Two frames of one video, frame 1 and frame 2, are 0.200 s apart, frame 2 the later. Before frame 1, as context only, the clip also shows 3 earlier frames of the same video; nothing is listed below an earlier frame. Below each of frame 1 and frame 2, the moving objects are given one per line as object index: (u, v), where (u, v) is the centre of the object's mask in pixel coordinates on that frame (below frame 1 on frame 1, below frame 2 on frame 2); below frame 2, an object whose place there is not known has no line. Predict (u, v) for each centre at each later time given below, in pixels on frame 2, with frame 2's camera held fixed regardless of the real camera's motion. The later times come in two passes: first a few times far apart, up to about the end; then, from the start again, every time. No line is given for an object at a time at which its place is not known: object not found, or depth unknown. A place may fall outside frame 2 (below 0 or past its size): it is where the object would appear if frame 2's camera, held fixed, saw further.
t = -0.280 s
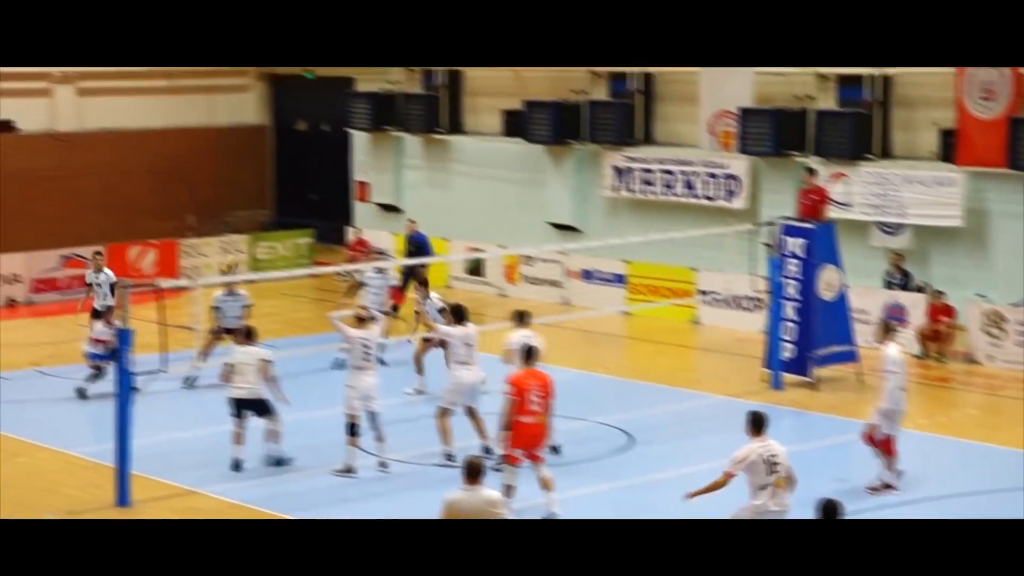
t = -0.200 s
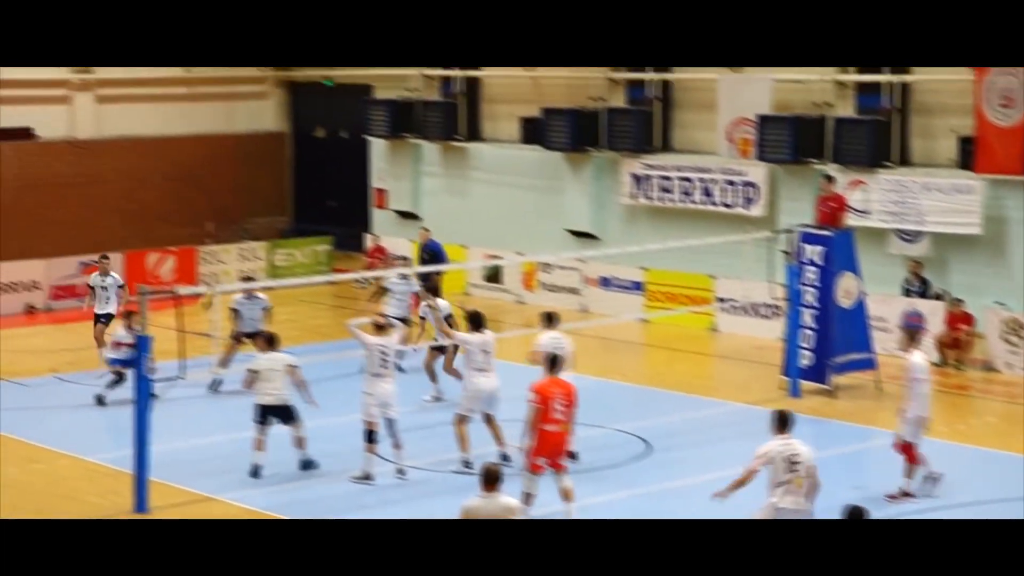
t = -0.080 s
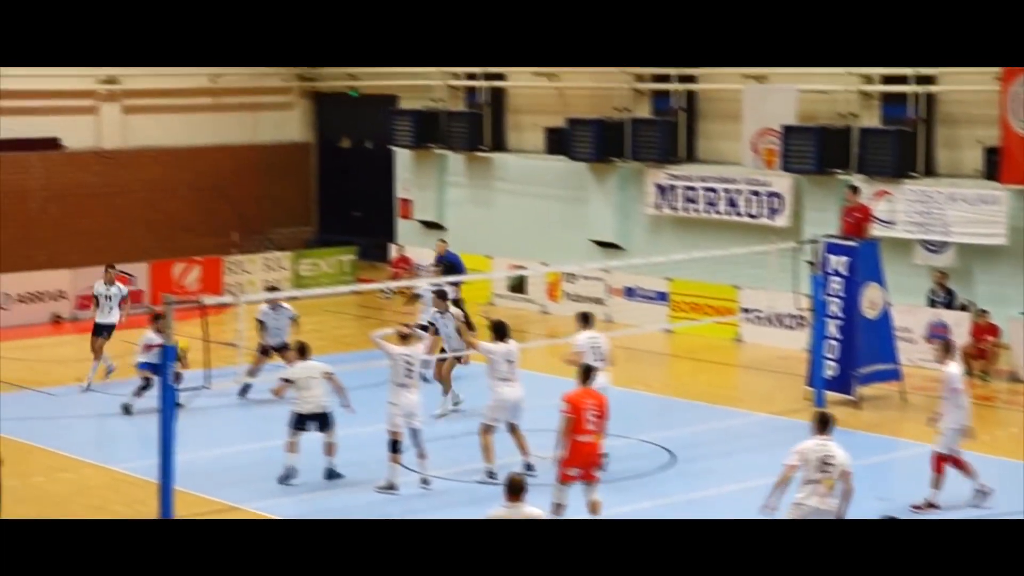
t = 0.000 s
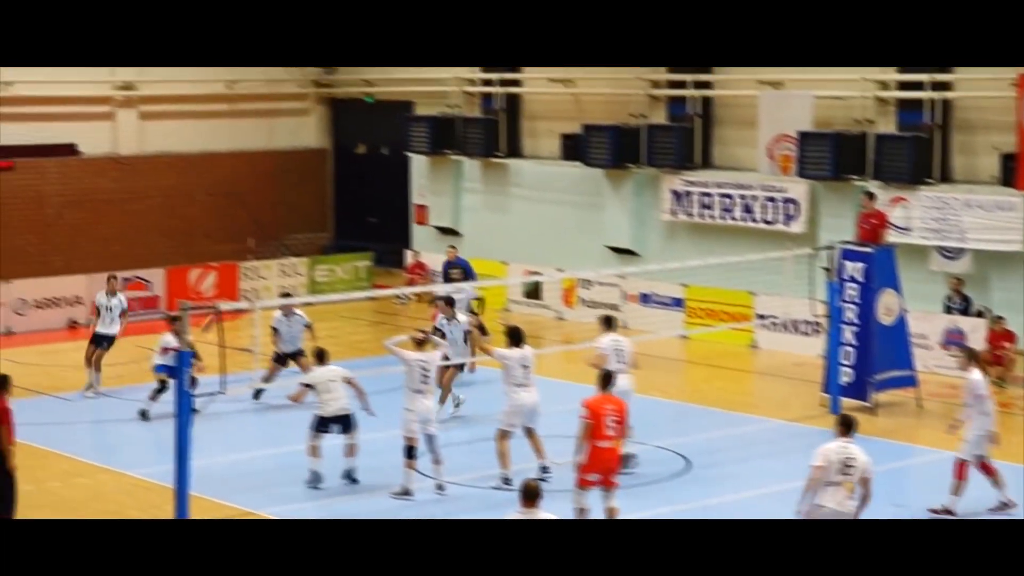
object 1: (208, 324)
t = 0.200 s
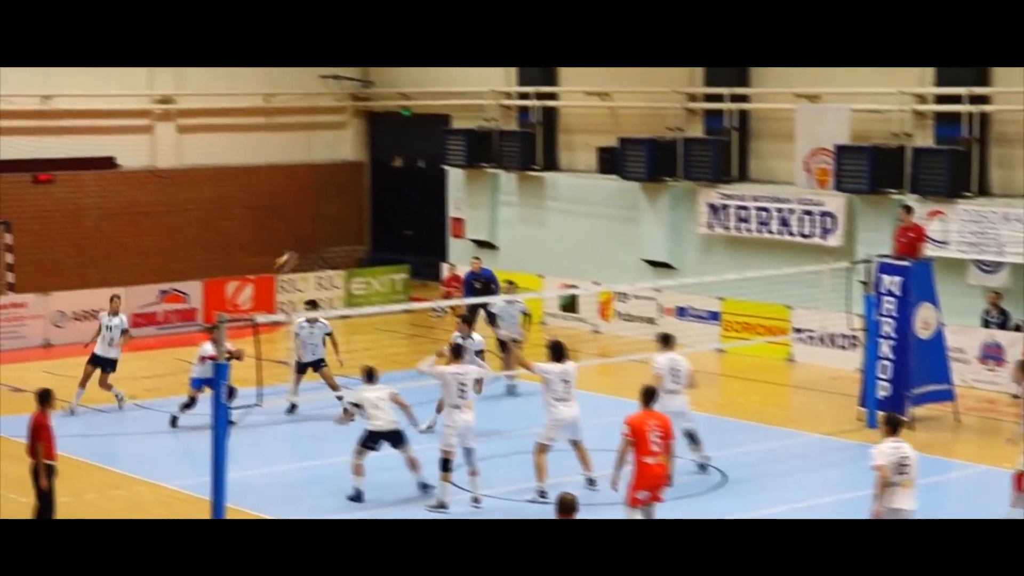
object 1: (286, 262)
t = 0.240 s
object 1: (295, 251)
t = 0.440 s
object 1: (336, 208)
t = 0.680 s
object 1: (386, 192)
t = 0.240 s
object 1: (295, 251)
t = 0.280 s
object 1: (303, 241)
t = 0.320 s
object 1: (311, 230)
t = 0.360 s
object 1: (320, 221)
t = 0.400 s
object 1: (328, 214)
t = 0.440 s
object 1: (336, 208)
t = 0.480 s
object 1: (344, 203)
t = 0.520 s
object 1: (353, 198)
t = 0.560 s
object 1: (361, 195)
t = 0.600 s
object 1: (369, 193)
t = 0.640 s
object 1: (377, 193)
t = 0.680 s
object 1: (386, 192)
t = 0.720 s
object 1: (394, 193)
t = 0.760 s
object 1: (402, 196)
